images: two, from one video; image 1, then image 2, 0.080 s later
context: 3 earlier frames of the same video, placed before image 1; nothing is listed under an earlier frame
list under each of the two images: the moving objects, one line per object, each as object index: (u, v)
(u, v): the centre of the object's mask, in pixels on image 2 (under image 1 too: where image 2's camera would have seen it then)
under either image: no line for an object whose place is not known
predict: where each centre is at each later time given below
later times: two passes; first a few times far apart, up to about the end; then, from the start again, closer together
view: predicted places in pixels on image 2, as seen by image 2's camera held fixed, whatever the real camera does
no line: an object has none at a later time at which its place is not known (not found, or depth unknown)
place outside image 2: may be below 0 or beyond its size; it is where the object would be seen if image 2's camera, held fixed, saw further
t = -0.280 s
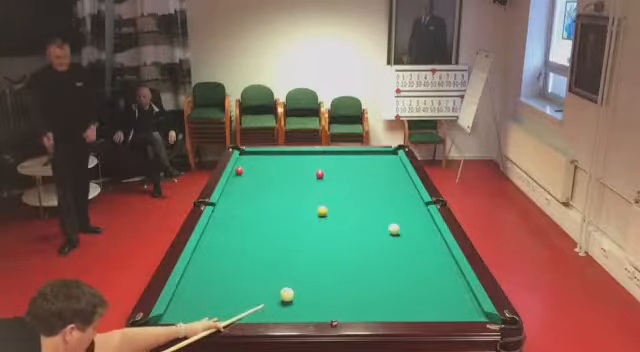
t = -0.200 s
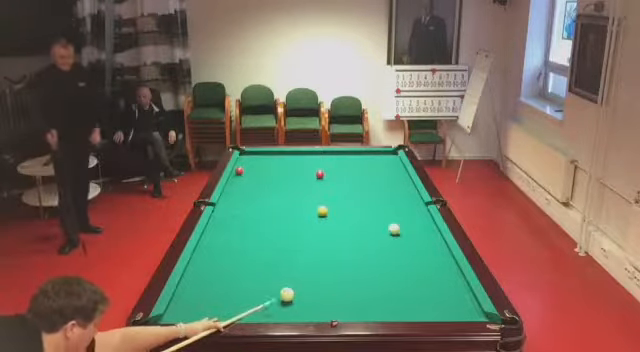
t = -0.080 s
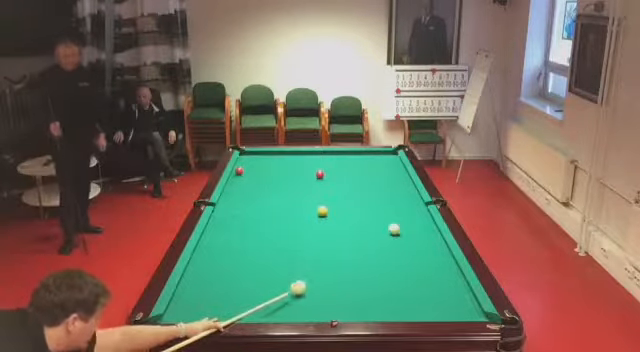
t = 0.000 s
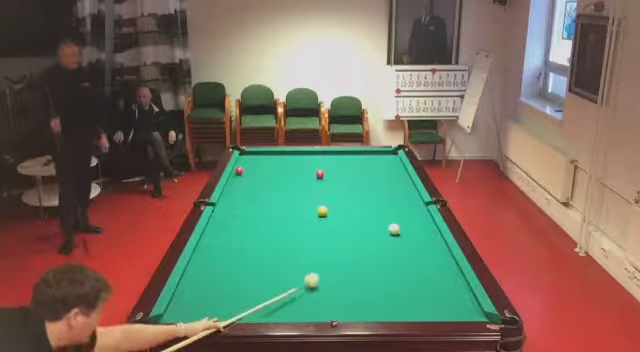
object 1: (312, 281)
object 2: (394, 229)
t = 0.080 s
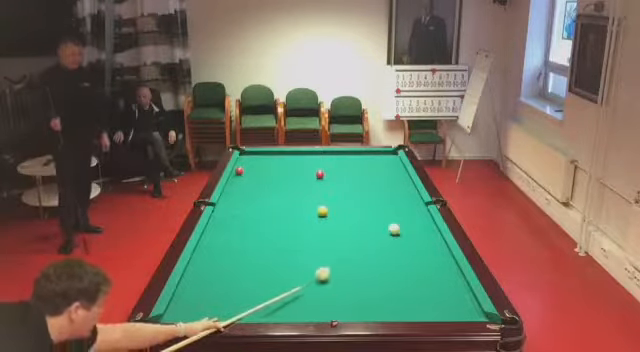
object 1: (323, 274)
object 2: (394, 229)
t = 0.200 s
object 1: (338, 266)
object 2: (394, 229)
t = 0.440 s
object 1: (367, 249)
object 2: (394, 229)
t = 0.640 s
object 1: (388, 238)
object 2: (394, 229)
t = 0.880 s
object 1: (411, 232)
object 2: (394, 222)
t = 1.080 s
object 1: (429, 230)
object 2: (394, 216)
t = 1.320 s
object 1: (424, 229)
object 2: (394, 209)
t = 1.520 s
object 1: (414, 229)
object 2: (394, 204)
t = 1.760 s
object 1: (403, 228)
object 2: (394, 198)
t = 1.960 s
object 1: (395, 227)
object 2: (394, 193)
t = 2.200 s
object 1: (384, 227)
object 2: (395, 189)
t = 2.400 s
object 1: (377, 226)
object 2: (395, 185)
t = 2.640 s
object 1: (368, 226)
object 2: (395, 181)
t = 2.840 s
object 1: (361, 225)
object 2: (394, 178)
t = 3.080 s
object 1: (354, 225)
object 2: (394, 174)
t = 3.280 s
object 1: (348, 225)
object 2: (394, 172)
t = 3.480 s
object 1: (343, 225)
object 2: (394, 169)
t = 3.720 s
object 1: (338, 225)
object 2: (394, 166)
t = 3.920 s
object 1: (333, 224)
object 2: (394, 164)
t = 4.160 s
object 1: (329, 224)
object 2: (394, 162)
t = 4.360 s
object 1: (326, 224)
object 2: (394, 160)
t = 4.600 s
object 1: (324, 224)
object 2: (394, 159)
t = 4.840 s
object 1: (319, 224)
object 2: (394, 156)
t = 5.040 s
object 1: (319, 224)
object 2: (394, 155)
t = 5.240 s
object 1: (319, 223)
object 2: (394, 154)
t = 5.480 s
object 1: (315, 223)
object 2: (393, 152)
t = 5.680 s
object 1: (315, 223)
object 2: (393, 152)
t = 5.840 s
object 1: (315, 224)
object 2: (393, 152)
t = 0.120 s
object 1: (328, 271)
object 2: (394, 229)
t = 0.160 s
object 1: (333, 268)
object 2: (394, 229)
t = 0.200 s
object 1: (338, 266)
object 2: (394, 229)
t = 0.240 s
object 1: (344, 263)
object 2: (394, 229)
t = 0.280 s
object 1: (349, 260)
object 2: (394, 229)
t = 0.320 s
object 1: (353, 257)
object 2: (394, 229)
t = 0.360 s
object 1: (358, 254)
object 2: (394, 229)
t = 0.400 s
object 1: (362, 251)
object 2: (394, 229)
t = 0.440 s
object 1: (367, 249)
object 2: (394, 229)
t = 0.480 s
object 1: (371, 246)
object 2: (394, 229)
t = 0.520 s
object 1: (376, 244)
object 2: (394, 229)
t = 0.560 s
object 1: (379, 242)
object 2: (394, 229)
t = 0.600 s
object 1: (384, 239)
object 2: (394, 229)
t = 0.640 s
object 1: (388, 238)
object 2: (394, 229)
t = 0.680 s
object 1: (392, 236)
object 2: (394, 228)
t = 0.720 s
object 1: (396, 234)
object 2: (394, 226)
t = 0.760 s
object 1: (400, 234)
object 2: (393, 225)
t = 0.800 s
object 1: (404, 233)
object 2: (394, 225)
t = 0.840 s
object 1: (408, 233)
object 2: (394, 223)
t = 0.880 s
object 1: (411, 232)
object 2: (394, 222)
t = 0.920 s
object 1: (415, 232)
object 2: (394, 221)
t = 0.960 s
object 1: (419, 231)
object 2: (394, 220)
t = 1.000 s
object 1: (422, 231)
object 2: (394, 218)
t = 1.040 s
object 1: (426, 231)
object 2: (394, 217)
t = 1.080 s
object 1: (429, 230)
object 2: (394, 216)
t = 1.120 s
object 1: (433, 230)
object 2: (394, 214)
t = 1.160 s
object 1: (433, 230)
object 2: (394, 214)
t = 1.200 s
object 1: (431, 230)
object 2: (394, 212)
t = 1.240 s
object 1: (429, 230)
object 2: (394, 211)
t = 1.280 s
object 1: (426, 230)
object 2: (394, 210)
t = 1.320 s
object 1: (424, 229)
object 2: (394, 209)
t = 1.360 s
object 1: (422, 229)
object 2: (394, 208)
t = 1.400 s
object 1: (420, 229)
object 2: (394, 207)
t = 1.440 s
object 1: (418, 229)
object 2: (394, 206)
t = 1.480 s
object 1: (416, 229)
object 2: (394, 205)
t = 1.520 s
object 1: (414, 229)
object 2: (394, 204)
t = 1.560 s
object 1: (412, 228)
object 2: (394, 203)
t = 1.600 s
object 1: (411, 228)
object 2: (394, 202)
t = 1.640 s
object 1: (408, 228)
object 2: (394, 201)
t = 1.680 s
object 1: (407, 228)
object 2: (394, 200)
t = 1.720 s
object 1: (405, 228)
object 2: (394, 199)
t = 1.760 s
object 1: (403, 228)
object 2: (394, 198)
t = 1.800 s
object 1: (401, 228)
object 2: (394, 197)
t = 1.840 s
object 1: (400, 228)
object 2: (394, 196)
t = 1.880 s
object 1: (398, 227)
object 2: (394, 196)
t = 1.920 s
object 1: (396, 227)
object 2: (394, 194)
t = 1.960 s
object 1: (395, 227)
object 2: (394, 193)
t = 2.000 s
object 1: (393, 228)
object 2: (394, 193)
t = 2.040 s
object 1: (391, 227)
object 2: (394, 191)
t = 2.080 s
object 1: (389, 227)
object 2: (394, 191)
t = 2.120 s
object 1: (388, 227)
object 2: (395, 191)
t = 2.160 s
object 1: (386, 227)
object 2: (394, 190)
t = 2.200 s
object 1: (384, 227)
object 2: (395, 189)
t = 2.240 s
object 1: (383, 227)
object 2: (395, 189)
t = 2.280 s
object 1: (381, 227)
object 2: (395, 187)
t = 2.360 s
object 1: (378, 226)
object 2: (395, 185)
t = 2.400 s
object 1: (377, 226)
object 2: (395, 185)
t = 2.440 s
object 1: (375, 226)
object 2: (395, 184)
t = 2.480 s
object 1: (374, 226)
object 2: (395, 184)
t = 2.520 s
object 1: (372, 226)
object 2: (395, 183)
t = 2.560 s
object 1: (371, 226)
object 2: (395, 183)
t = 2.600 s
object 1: (369, 226)
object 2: (395, 182)
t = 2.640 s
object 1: (368, 226)
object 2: (395, 181)
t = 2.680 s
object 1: (367, 225)
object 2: (395, 181)
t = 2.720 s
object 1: (365, 225)
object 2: (395, 180)
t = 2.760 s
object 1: (364, 226)
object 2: (395, 179)
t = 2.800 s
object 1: (363, 225)
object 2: (395, 179)
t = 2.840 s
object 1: (361, 225)
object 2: (394, 178)
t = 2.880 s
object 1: (360, 225)
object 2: (395, 178)
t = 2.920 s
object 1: (359, 225)
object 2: (394, 176)
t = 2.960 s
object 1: (358, 225)
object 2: (394, 176)
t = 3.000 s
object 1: (356, 225)
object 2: (394, 175)
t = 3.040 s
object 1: (355, 225)
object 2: (394, 175)
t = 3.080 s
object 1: (354, 225)
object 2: (394, 174)
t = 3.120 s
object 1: (352, 225)
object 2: (394, 174)
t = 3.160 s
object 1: (351, 225)
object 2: (394, 174)
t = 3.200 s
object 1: (350, 225)
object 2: (394, 173)
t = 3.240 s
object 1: (349, 225)
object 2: (394, 172)
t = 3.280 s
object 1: (348, 225)
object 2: (394, 172)
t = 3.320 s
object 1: (347, 225)
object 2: (394, 172)
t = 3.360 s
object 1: (346, 225)
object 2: (394, 171)
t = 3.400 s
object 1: (345, 225)
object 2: (394, 171)
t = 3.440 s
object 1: (345, 225)
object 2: (394, 170)
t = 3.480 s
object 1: (343, 225)
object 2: (394, 169)
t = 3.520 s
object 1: (342, 225)
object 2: (394, 169)
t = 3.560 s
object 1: (341, 224)
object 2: (394, 168)
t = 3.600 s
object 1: (340, 225)
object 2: (394, 168)
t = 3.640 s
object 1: (339, 225)
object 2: (394, 167)
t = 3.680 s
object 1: (338, 225)
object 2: (394, 167)
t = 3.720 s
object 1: (338, 225)
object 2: (394, 166)
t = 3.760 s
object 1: (336, 224)
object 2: (394, 166)
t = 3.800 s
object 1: (336, 224)
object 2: (394, 166)
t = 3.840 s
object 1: (335, 224)
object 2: (394, 165)
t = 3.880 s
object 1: (334, 224)
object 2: (394, 164)
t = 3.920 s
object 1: (333, 224)
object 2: (394, 164)
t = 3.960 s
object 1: (332, 225)
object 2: (394, 164)
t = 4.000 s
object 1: (332, 224)
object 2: (394, 164)
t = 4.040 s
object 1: (331, 224)
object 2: (394, 163)
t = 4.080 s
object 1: (330, 224)
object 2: (394, 163)
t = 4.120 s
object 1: (329, 224)
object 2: (394, 162)
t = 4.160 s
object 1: (329, 224)
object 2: (394, 162)
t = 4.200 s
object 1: (328, 224)
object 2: (394, 162)
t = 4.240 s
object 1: (328, 224)
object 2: (394, 162)
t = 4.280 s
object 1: (326, 224)
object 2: (394, 161)
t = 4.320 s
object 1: (326, 224)
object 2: (394, 160)
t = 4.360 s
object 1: (326, 224)
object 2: (394, 160)
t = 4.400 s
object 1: (325, 224)
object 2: (394, 160)
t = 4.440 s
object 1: (325, 224)
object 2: (394, 160)
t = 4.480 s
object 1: (324, 224)
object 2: (394, 160)
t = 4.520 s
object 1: (324, 224)
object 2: (394, 160)
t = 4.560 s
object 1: (324, 224)
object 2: (394, 159)
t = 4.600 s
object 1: (324, 224)
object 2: (394, 159)
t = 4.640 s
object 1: (323, 224)
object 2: (394, 159)
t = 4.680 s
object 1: (323, 224)
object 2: (394, 158)
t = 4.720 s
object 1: (323, 224)
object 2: (394, 158)
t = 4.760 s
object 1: (320, 224)
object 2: (394, 156)
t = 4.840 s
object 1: (319, 224)
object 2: (394, 156)
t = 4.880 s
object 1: (319, 224)
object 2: (394, 156)
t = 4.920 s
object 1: (319, 224)
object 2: (394, 156)
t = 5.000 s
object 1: (319, 224)
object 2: (394, 155)
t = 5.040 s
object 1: (319, 224)
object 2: (394, 155)
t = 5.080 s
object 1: (319, 223)
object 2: (394, 155)
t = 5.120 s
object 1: (319, 223)
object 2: (394, 155)
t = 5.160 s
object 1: (319, 223)
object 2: (394, 154)
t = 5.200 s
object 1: (319, 223)
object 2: (394, 154)
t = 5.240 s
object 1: (319, 223)
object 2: (394, 154)
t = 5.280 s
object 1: (319, 223)
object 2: (394, 154)
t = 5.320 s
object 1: (318, 223)
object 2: (394, 154)
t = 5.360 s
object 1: (318, 223)
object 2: (394, 154)
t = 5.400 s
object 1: (315, 223)
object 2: (393, 152)
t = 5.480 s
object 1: (315, 223)
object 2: (393, 152)
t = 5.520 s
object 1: (315, 223)
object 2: (393, 152)
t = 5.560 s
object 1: (315, 223)
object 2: (393, 152)
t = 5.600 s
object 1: (315, 223)
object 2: (393, 152)
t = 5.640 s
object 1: (315, 224)
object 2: (393, 152)
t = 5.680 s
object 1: (315, 223)
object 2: (393, 152)
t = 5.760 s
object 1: (315, 224)
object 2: (393, 152)
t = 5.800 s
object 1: (315, 223)
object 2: (393, 152)
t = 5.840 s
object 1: (315, 224)
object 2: (393, 152)
